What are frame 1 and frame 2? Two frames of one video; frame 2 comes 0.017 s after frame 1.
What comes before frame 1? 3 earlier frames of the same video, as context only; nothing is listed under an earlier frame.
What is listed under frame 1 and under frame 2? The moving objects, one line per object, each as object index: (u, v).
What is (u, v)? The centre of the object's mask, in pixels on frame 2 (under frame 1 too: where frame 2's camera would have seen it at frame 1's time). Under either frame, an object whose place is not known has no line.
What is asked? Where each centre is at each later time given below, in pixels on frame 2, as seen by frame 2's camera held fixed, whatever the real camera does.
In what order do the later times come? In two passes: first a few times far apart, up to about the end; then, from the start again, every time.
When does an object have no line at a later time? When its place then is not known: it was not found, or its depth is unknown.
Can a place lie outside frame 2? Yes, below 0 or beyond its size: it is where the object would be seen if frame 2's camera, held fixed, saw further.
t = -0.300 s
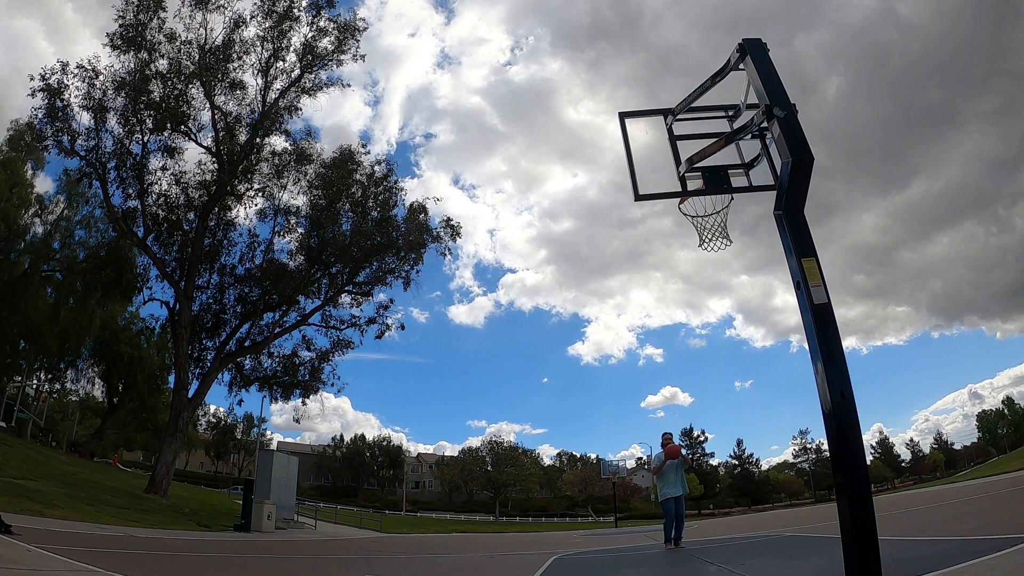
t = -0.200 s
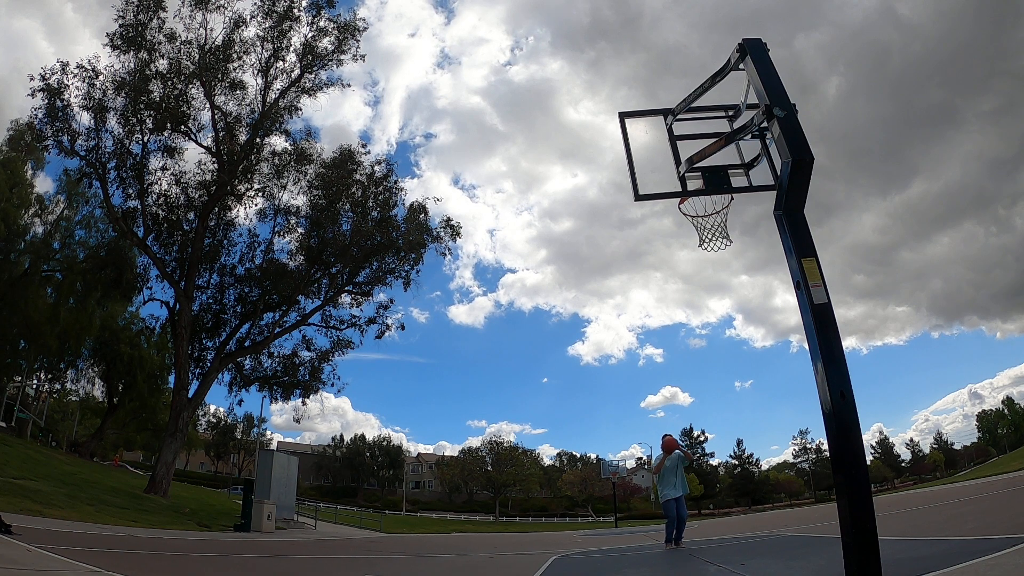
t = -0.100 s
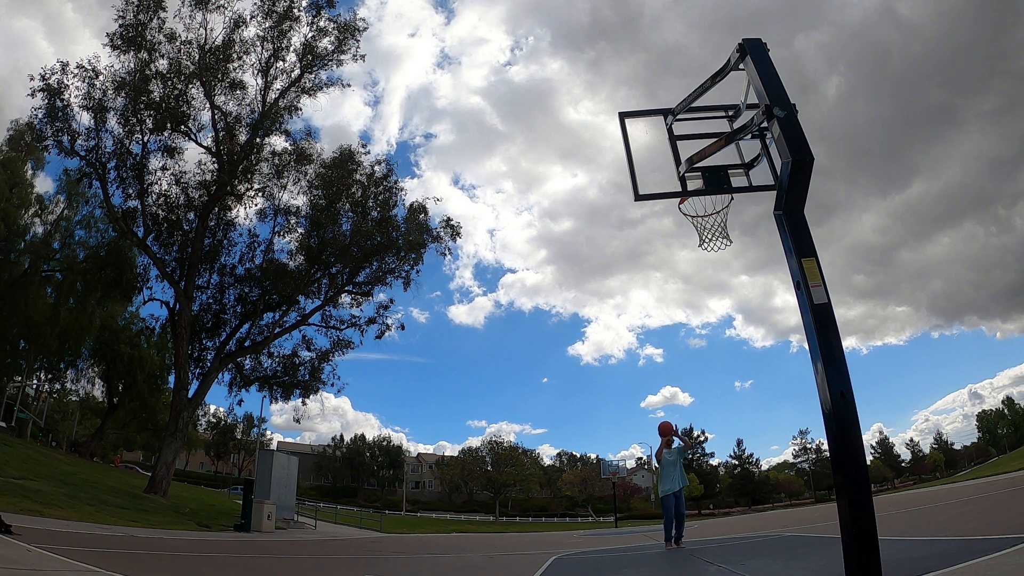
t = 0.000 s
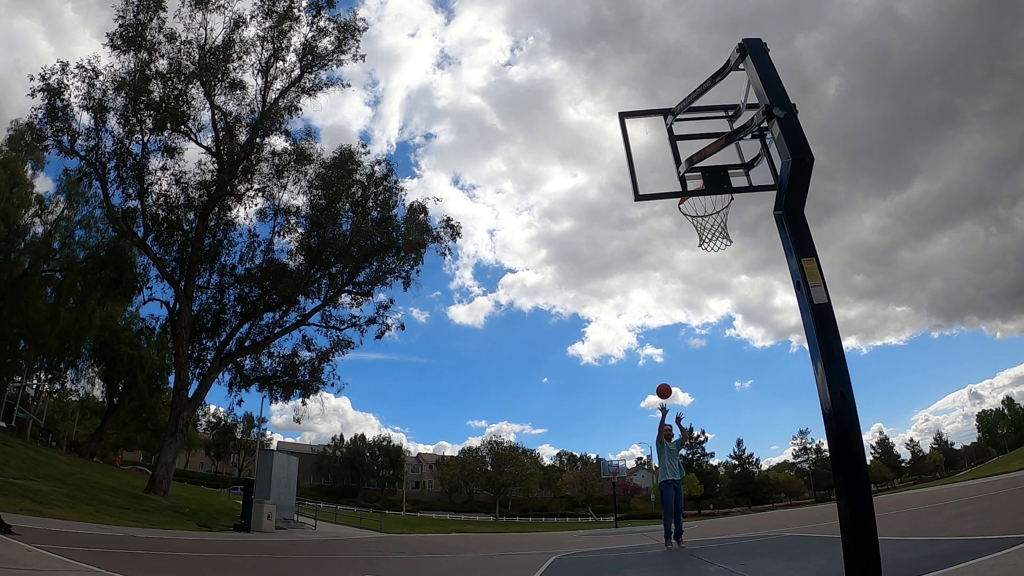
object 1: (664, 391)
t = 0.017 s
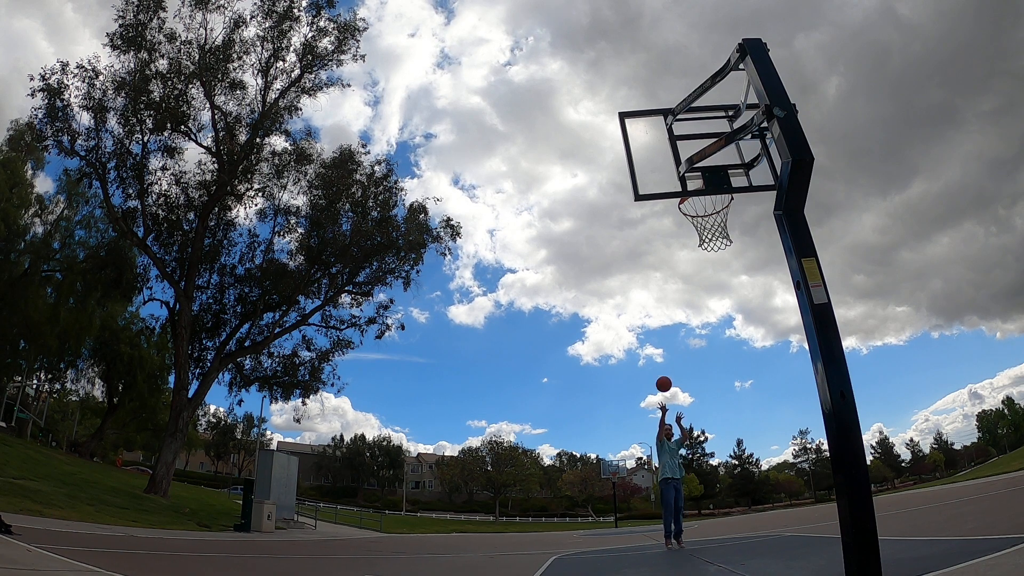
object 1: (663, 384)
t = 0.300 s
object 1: (662, 282)
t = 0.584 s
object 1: (668, 218)
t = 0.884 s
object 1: (689, 204)
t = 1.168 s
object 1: (731, 241)
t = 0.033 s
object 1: (664, 377)
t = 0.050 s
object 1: (663, 370)
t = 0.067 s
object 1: (663, 364)
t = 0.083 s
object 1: (663, 357)
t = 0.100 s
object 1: (663, 351)
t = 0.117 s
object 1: (663, 344)
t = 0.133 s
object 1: (663, 338)
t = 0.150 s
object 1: (663, 332)
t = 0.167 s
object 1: (663, 326)
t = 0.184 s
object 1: (663, 320)
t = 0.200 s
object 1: (662, 314)
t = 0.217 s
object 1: (662, 309)
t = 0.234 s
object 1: (662, 303)
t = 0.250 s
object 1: (662, 298)
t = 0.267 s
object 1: (662, 293)
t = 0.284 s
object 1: (662, 287)
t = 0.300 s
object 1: (662, 282)
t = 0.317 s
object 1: (663, 278)
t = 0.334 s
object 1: (663, 273)
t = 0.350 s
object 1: (663, 268)
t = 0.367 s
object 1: (663, 264)
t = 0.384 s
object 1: (663, 259)
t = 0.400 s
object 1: (663, 255)
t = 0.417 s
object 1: (664, 251)
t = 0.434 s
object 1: (664, 247)
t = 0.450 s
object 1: (664, 243)
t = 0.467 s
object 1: (665, 240)
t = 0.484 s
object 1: (665, 236)
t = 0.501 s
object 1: (665, 232)
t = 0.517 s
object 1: (666, 229)
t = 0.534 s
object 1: (666, 226)
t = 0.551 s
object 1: (667, 223)
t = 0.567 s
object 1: (667, 220)
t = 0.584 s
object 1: (668, 218)
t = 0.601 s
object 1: (668, 215)
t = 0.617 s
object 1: (669, 213)
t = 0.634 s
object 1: (670, 211)
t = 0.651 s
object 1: (670, 209)
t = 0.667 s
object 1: (670, 208)
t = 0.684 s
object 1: (672, 207)
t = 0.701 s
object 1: (672, 206)
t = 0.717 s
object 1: (673, 206)
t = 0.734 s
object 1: (675, 204)
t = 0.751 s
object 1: (677, 204)
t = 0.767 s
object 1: (678, 203)
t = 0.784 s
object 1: (679, 203)
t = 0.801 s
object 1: (681, 203)
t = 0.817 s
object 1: (682, 203)
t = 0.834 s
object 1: (684, 203)
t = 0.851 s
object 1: (685, 203)
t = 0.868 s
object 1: (687, 203)
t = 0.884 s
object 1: (689, 204)
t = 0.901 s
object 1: (691, 204)
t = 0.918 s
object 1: (693, 205)
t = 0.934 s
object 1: (694, 206)
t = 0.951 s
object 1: (697, 207)
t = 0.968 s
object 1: (700, 208)
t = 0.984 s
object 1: (702, 210)
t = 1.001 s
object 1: (705, 213)
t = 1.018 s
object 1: (707, 214)
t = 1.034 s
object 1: (710, 216)
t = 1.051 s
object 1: (712, 218)
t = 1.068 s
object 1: (715, 221)
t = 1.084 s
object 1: (717, 223)
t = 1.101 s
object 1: (720, 226)
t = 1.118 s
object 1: (722, 229)
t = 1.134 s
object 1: (725, 233)
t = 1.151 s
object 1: (728, 237)
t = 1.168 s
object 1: (731, 241)
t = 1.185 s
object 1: (734, 246)
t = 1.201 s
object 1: (737, 251)
